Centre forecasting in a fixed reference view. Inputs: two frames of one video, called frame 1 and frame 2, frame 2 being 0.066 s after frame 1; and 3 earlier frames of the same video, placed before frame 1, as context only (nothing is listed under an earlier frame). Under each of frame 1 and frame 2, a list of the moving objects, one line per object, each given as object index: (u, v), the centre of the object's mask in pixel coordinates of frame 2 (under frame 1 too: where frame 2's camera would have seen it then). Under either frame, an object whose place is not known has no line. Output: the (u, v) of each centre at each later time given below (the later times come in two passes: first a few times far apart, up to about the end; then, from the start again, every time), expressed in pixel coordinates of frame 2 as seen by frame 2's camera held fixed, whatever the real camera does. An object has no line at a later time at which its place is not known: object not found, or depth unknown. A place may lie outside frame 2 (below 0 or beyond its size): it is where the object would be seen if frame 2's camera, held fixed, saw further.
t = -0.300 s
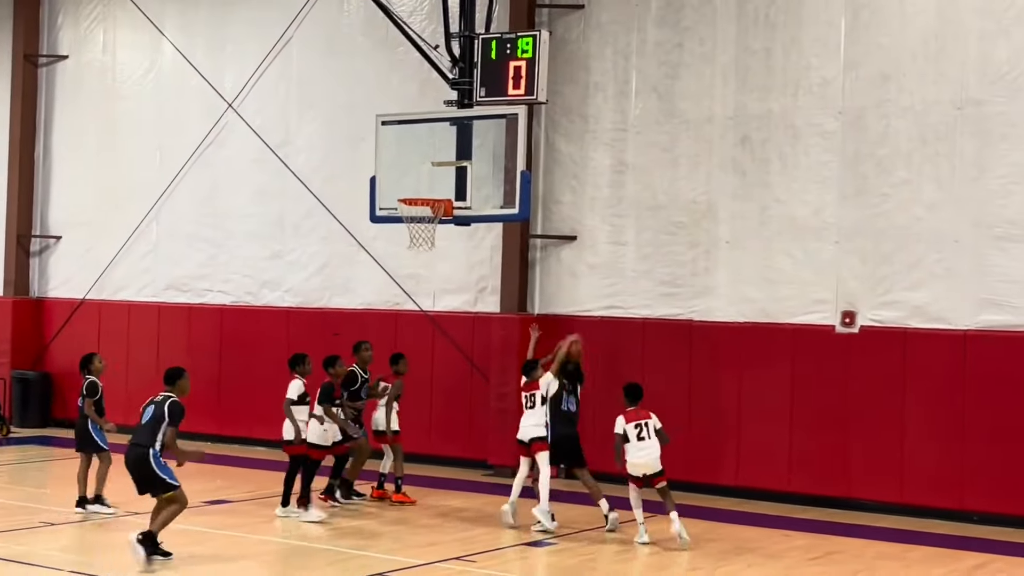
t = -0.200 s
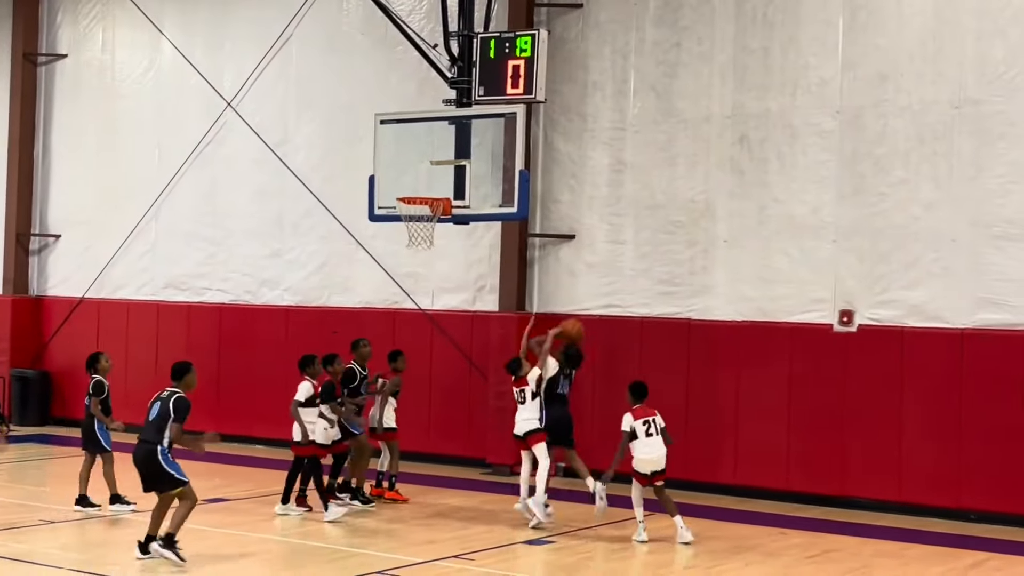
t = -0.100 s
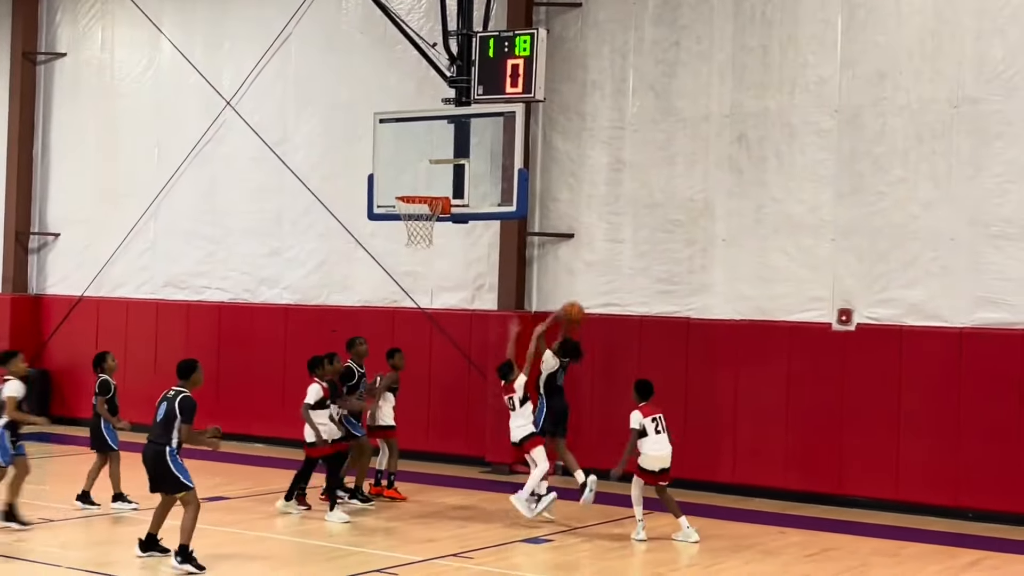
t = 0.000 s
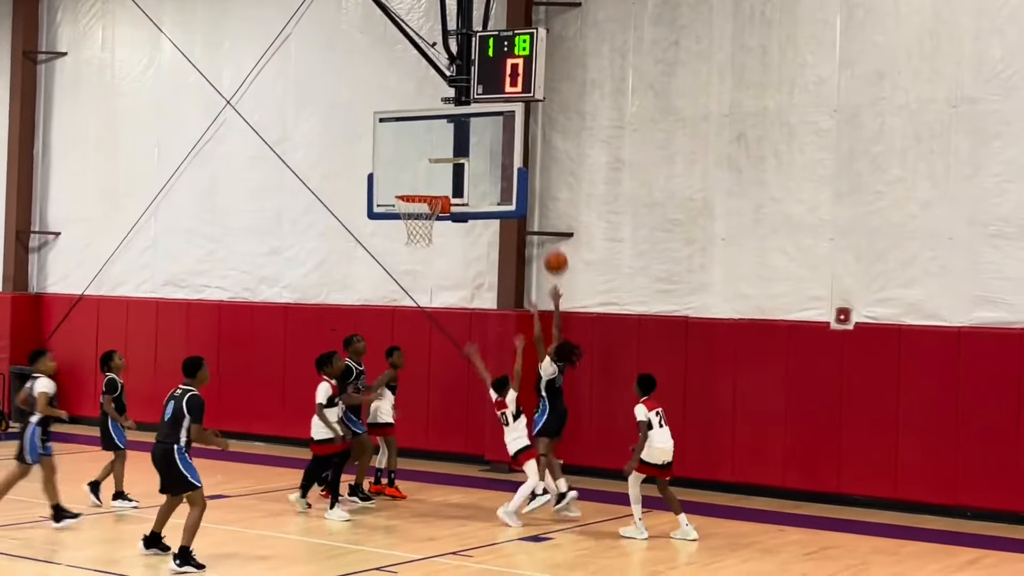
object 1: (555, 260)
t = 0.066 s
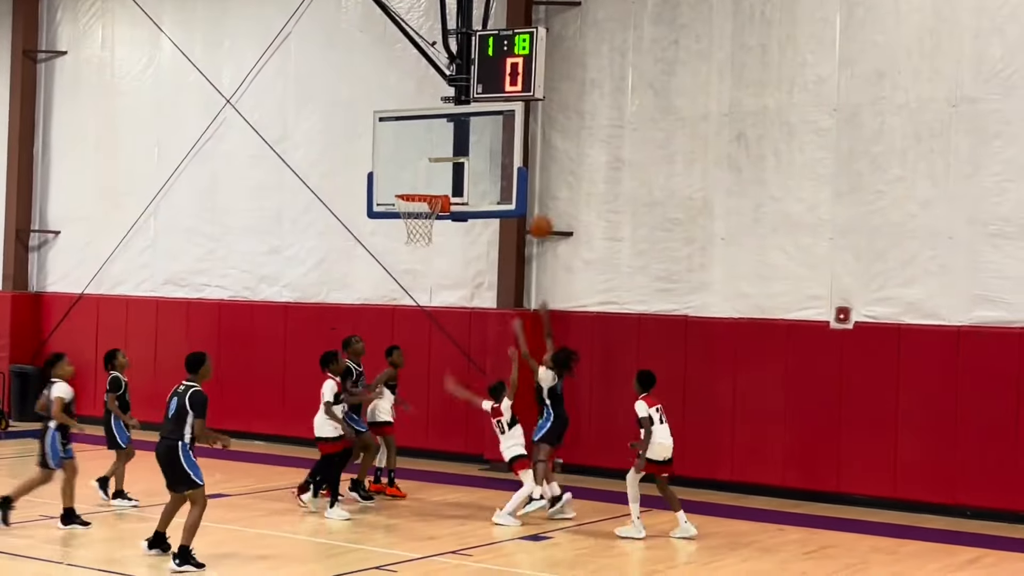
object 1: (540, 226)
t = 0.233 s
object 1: (504, 164)
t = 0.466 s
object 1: (452, 121)
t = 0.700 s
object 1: (399, 135)
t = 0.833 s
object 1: (368, 169)
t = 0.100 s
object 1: (534, 212)
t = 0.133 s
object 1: (526, 198)
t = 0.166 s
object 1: (520, 186)
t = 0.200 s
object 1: (511, 174)
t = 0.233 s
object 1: (504, 164)
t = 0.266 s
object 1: (496, 153)
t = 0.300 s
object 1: (489, 145)
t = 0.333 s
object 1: (481, 138)
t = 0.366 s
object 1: (474, 132)
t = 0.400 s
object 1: (466, 127)
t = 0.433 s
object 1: (459, 124)
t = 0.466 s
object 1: (452, 121)
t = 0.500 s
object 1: (444, 120)
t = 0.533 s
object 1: (437, 120)
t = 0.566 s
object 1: (429, 121)
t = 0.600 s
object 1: (422, 122)
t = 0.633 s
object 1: (414, 126)
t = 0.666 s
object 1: (406, 130)
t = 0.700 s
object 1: (399, 135)
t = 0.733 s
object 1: (392, 142)
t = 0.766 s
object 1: (384, 150)
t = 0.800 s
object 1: (376, 159)
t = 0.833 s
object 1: (368, 169)
